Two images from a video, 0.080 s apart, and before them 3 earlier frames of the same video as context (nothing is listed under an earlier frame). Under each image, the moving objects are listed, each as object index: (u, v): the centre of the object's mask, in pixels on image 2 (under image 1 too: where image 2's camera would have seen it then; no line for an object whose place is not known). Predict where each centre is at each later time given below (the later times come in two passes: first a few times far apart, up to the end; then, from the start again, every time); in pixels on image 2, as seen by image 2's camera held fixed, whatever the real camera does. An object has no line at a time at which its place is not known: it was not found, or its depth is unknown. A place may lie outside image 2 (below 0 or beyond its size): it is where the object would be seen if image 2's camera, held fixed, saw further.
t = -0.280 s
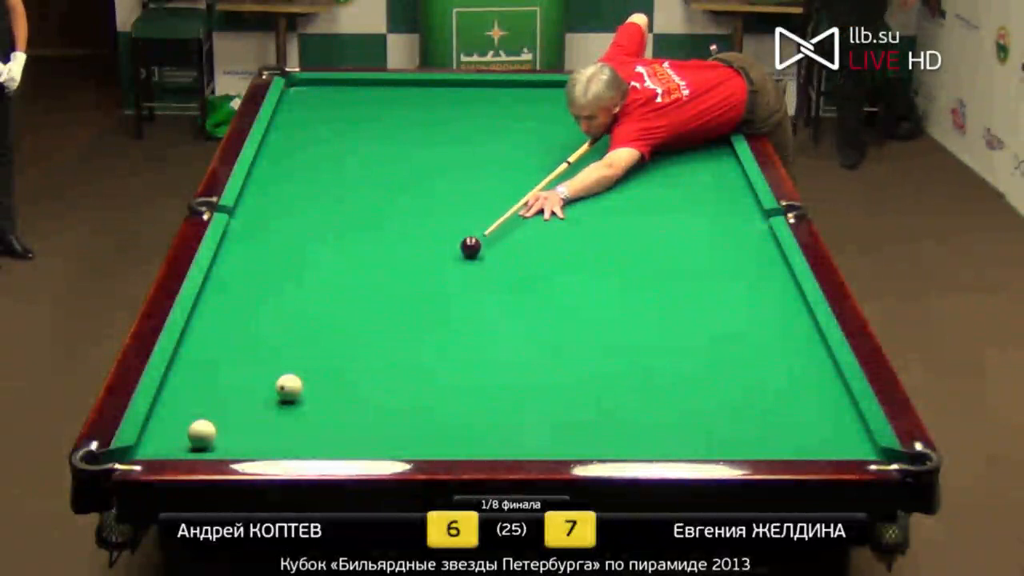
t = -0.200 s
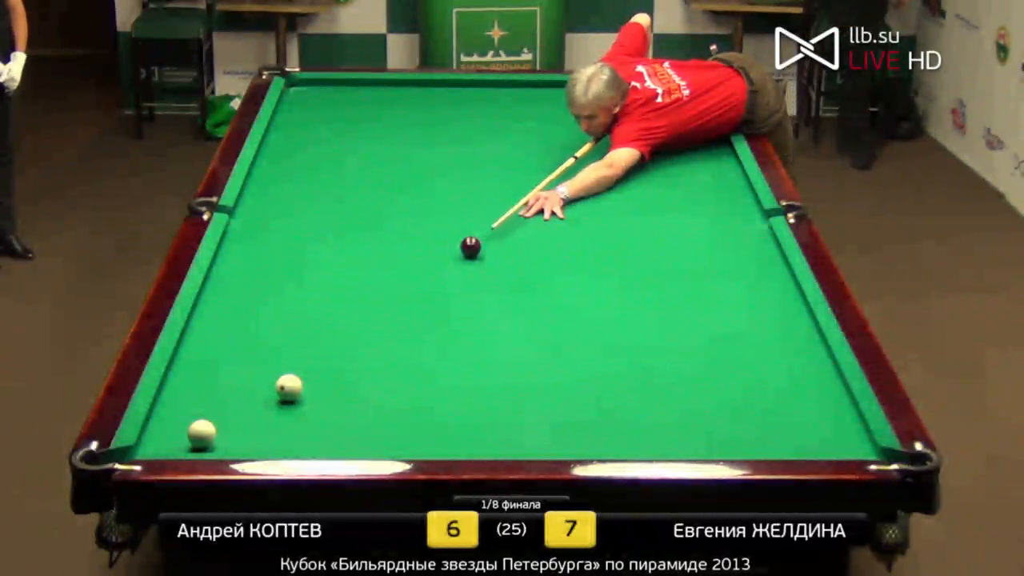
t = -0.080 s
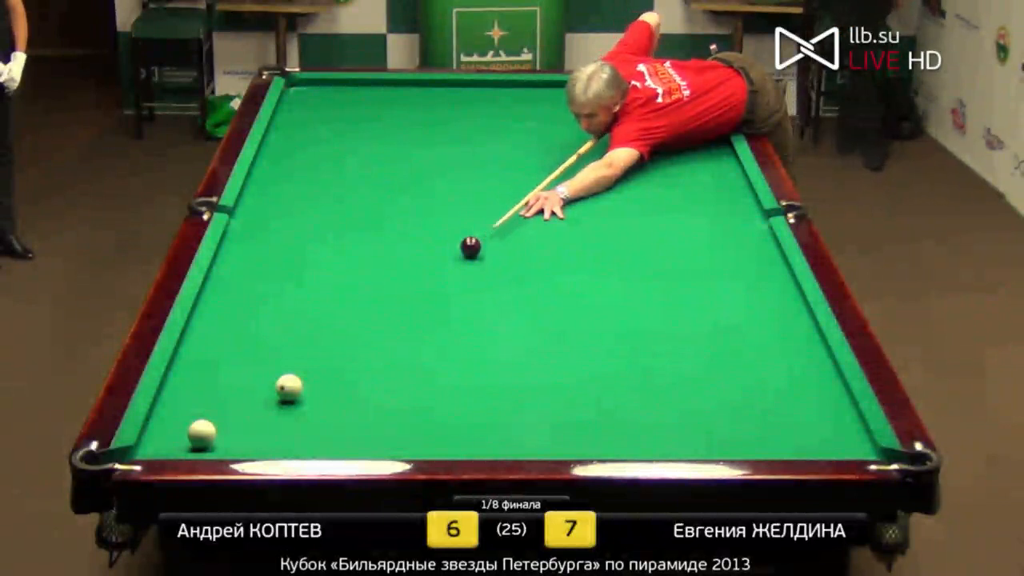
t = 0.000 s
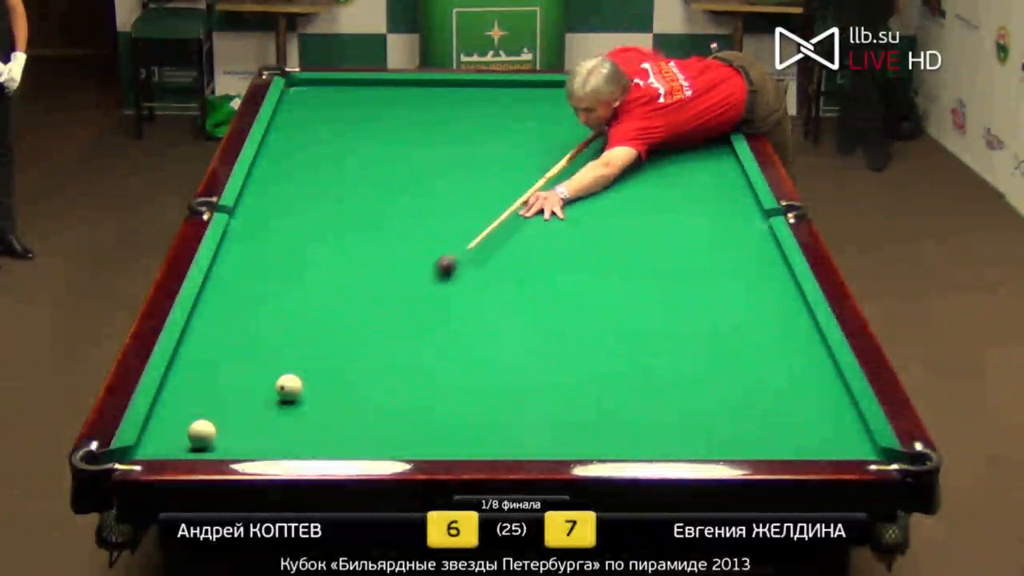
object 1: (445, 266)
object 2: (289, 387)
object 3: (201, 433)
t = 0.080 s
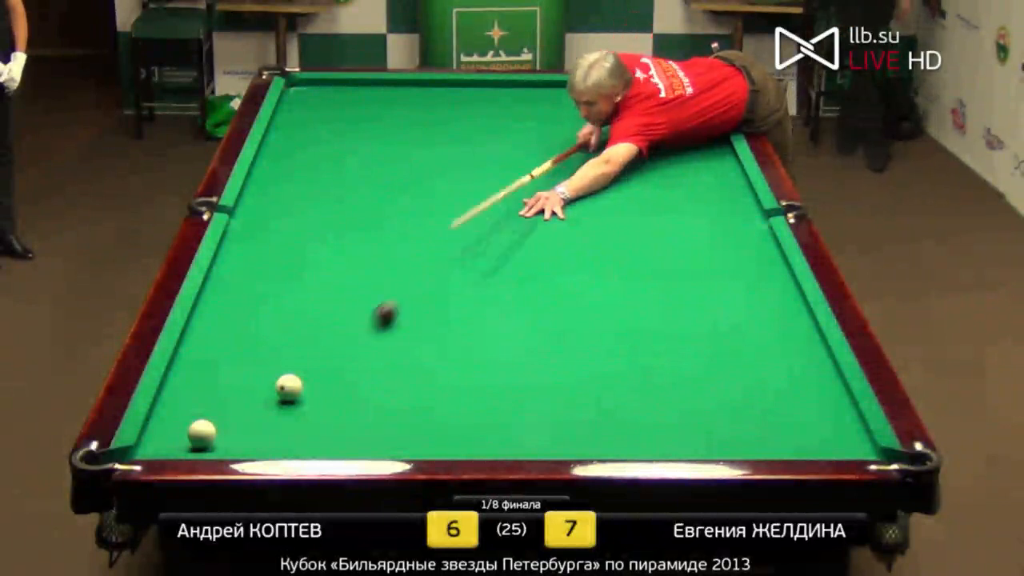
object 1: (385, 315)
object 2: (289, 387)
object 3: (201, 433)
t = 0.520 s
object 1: (332, 420)
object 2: (285, 437)
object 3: (196, 405)
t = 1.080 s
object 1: (384, 415)
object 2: (386, 394)
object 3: (266, 328)
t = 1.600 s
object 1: (452, 372)
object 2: (474, 363)
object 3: (322, 268)
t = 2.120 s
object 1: (507, 337)
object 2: (546, 335)
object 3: (365, 220)
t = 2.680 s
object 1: (556, 306)
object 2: (611, 310)
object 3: (402, 179)
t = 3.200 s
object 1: (596, 281)
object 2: (665, 289)
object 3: (431, 147)
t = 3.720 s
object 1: (631, 258)
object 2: (714, 271)
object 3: (458, 119)
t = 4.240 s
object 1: (659, 241)
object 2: (753, 255)
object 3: (478, 96)
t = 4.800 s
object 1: (686, 224)
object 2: (757, 243)
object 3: (491, 87)
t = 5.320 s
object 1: (708, 210)
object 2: (733, 235)
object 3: (493, 98)
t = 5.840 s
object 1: (726, 199)
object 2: (716, 229)
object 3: (494, 108)
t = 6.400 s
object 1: (743, 189)
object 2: (700, 223)
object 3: (496, 119)
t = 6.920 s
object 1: (733, 183)
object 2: (690, 220)
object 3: (497, 126)
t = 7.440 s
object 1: (725, 179)
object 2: (684, 218)
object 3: (498, 134)
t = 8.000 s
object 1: (720, 177)
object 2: (681, 217)
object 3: (498, 139)
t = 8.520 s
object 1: (719, 176)
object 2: (681, 217)
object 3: (501, 144)
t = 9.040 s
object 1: (719, 176)
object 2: (681, 217)
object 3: (502, 147)
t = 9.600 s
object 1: (719, 176)
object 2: (681, 217)
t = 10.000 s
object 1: (719, 176)
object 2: (681, 218)
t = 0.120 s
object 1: (352, 340)
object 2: (289, 387)
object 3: (201, 433)
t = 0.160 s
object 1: (318, 367)
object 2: (289, 387)
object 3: (201, 433)
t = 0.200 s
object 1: (307, 381)
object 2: (263, 400)
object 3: (201, 433)
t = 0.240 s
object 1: (313, 385)
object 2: (227, 426)
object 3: (192, 432)
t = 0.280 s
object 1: (319, 388)
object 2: (235, 435)
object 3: (142, 445)
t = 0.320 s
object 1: (323, 392)
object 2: (243, 439)
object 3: (157, 441)
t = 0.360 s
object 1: (327, 396)
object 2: (251, 443)
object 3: (167, 435)
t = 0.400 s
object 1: (330, 401)
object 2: (259, 445)
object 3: (175, 427)
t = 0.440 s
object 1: (331, 406)
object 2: (268, 442)
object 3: (183, 419)
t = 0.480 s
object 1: (332, 413)
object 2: (276, 440)
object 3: (190, 412)
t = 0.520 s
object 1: (332, 420)
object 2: (285, 437)
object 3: (196, 405)
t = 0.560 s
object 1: (332, 427)
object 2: (292, 435)
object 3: (202, 399)
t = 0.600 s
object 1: (331, 434)
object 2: (300, 433)
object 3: (208, 393)
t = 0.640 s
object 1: (331, 440)
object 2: (308, 429)
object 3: (213, 387)
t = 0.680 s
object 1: (331, 444)
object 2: (316, 425)
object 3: (219, 381)
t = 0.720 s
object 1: (333, 445)
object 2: (324, 423)
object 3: (224, 375)
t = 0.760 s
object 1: (340, 442)
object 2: (331, 418)
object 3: (230, 369)
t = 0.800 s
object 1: (346, 439)
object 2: (339, 415)
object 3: (235, 363)
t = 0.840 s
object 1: (352, 436)
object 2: (347, 411)
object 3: (240, 358)
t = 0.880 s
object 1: (355, 434)
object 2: (350, 410)
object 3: (242, 355)
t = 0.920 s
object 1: (364, 428)
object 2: (361, 404)
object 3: (250, 346)
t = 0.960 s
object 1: (370, 424)
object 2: (368, 401)
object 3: (255, 341)
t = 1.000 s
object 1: (376, 420)
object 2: (376, 399)
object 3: (260, 336)
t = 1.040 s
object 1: (382, 417)
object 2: (383, 396)
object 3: (264, 331)
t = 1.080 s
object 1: (384, 415)
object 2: (386, 394)
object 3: (266, 328)
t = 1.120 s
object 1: (390, 411)
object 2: (393, 391)
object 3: (271, 323)
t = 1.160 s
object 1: (398, 407)
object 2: (404, 387)
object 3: (278, 316)
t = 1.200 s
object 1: (401, 405)
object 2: (407, 386)
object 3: (280, 314)
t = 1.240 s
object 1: (408, 400)
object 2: (418, 382)
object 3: (286, 307)
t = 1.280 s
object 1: (411, 398)
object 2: (422, 381)
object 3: (288, 304)
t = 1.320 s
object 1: (418, 393)
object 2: (431, 377)
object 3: (295, 297)
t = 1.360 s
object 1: (421, 392)
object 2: (435, 377)
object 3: (297, 295)
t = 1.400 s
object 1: (425, 389)
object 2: (441, 374)
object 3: (301, 291)
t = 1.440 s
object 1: (430, 386)
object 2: (448, 372)
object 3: (305, 286)
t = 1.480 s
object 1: (435, 383)
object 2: (453, 369)
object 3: (308, 282)
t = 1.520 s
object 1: (440, 379)
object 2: (460, 367)
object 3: (312, 278)
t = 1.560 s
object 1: (445, 376)
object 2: (465, 366)
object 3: (316, 274)
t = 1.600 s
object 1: (452, 372)
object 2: (474, 363)
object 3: (322, 268)
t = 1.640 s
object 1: (454, 370)
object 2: (477, 362)
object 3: (323, 265)
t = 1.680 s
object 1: (459, 367)
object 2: (483, 359)
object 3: (327, 261)
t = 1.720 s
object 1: (466, 363)
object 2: (491, 356)
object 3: (333, 256)
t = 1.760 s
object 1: (470, 360)
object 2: (497, 354)
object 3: (336, 252)
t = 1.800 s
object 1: (472, 359)
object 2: (500, 353)
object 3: (338, 250)
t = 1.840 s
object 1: (478, 355)
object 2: (508, 350)
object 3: (343, 244)
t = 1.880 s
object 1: (481, 354)
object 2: (511, 349)
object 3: (345, 243)
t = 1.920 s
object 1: (487, 350)
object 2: (519, 346)
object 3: (350, 237)
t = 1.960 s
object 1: (491, 347)
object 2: (525, 344)
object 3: (353, 233)
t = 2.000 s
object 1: (493, 346)
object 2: (527, 343)
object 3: (354, 232)
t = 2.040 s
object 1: (499, 342)
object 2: (535, 339)
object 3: (359, 227)
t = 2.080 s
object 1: (501, 341)
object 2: (538, 338)
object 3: (360, 225)
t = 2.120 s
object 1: (507, 337)
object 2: (546, 335)
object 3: (365, 220)
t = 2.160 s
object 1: (511, 335)
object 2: (551, 334)
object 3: (368, 217)
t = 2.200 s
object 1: (515, 332)
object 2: (556, 331)
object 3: (371, 213)
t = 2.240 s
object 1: (519, 330)
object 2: (561, 330)
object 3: (374, 210)
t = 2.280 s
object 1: (521, 328)
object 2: (563, 329)
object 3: (376, 209)
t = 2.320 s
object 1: (526, 325)
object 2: (571, 325)
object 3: (380, 204)
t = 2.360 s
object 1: (529, 324)
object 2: (573, 325)
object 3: (381, 202)
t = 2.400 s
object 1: (534, 320)
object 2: (581, 322)
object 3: (385, 198)
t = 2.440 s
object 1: (538, 318)
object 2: (586, 320)
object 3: (388, 195)
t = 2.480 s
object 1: (539, 317)
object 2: (588, 319)
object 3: (389, 194)
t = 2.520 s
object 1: (543, 315)
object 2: (593, 317)
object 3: (392, 191)
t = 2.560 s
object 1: (546, 312)
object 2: (597, 315)
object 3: (394, 188)
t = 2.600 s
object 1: (550, 310)
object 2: (602, 314)
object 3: (397, 185)
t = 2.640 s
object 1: (555, 307)
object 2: (609, 311)
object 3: (401, 181)
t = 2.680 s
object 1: (556, 306)
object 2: (611, 310)
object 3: (402, 179)
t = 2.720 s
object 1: (561, 303)
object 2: (618, 308)
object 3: (406, 176)
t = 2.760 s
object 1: (563, 302)
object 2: (620, 307)
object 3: (407, 175)
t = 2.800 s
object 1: (566, 300)
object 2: (624, 305)
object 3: (410, 172)
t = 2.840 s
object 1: (571, 297)
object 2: (631, 303)
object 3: (413, 168)
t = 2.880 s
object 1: (573, 296)
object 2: (633, 302)
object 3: (414, 167)
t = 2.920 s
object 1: (576, 294)
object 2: (637, 300)
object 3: (417, 164)
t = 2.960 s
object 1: (579, 292)
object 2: (641, 299)
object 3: (419, 162)
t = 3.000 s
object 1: (582, 290)
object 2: (645, 297)
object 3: (421, 159)
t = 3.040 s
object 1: (586, 287)
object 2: (652, 294)
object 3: (424, 155)
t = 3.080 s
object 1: (588, 286)
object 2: (653, 294)
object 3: (425, 154)
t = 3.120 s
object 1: (590, 284)
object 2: (657, 292)
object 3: (427, 152)
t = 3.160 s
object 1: (593, 283)
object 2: (662, 291)
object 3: (429, 149)
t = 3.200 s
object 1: (596, 281)
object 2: (665, 289)
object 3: (431, 147)
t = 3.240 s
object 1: (599, 279)
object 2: (669, 288)
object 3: (434, 145)
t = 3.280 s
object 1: (602, 277)
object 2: (673, 286)
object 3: (436, 143)
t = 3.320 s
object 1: (606, 275)
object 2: (679, 284)
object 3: (439, 139)
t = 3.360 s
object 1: (609, 273)
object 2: (682, 283)
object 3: (441, 137)
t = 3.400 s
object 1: (610, 272)
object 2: (684, 282)
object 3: (442, 136)
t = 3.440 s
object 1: (614, 270)
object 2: (689, 280)
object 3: (445, 133)
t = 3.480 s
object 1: (615, 269)
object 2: (692, 279)
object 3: (446, 132)
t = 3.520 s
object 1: (619, 266)
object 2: (697, 277)
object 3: (448, 129)
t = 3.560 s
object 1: (622, 265)
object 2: (701, 275)
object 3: (450, 126)
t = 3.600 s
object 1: (624, 263)
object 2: (704, 274)
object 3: (452, 125)
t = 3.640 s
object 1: (626, 262)
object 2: (707, 273)
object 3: (454, 123)
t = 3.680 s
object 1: (628, 261)
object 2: (709, 272)
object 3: (455, 121)
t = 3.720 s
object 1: (631, 258)
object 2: (714, 271)
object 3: (458, 119)
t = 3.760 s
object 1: (632, 258)
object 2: (716, 270)
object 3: (459, 118)
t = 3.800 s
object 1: (635, 256)
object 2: (719, 269)
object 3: (460, 116)
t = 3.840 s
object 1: (638, 254)
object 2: (724, 267)
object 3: (463, 113)
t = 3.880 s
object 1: (640, 253)
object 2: (726, 266)
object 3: (463, 112)
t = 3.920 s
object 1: (643, 251)
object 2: (730, 264)
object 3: (466, 109)
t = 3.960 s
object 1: (645, 250)
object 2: (734, 263)
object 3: (468, 107)
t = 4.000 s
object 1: (646, 249)
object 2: (735, 262)
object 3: (468, 106)
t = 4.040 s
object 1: (650, 247)
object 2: (740, 260)
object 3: (471, 104)
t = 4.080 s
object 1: (650, 246)
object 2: (741, 260)
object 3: (472, 103)
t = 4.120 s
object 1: (653, 244)
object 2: (744, 259)
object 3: (473, 101)
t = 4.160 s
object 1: (656, 242)
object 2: (749, 257)
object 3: (476, 98)
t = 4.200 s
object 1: (658, 241)
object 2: (752, 256)
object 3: (477, 97)
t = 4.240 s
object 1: (659, 241)
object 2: (753, 255)
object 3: (478, 96)
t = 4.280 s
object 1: (661, 239)
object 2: (756, 254)
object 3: (480, 94)
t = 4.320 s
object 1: (663, 238)
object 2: (759, 253)
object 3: (481, 92)
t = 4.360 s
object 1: (666, 236)
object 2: (763, 252)
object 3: (483, 90)
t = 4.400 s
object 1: (668, 235)
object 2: (766, 250)
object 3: (485, 88)
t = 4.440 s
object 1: (669, 234)
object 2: (767, 250)
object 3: (486, 87)
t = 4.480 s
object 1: (671, 233)
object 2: (770, 249)
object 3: (487, 86)
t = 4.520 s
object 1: (673, 232)
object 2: (770, 248)
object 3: (488, 84)
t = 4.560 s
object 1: (676, 230)
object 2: (768, 247)
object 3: (490, 82)
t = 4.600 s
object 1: (678, 229)
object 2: (765, 246)
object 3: (490, 83)
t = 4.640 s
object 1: (680, 228)
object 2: (764, 245)
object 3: (491, 84)
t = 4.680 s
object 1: (681, 227)
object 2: (763, 245)
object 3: (491, 84)
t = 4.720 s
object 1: (683, 225)
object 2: (760, 244)
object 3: (491, 86)
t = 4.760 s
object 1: (684, 225)
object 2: (758, 243)
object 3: (491, 86)
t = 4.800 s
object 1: (686, 224)
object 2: (757, 243)
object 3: (491, 87)
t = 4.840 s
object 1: (689, 222)
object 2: (754, 242)
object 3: (491, 88)
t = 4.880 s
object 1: (689, 222)
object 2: (753, 242)
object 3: (491, 89)
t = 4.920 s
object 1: (691, 220)
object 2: (751, 241)
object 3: (491, 90)
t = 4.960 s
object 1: (693, 219)
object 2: (749, 240)
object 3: (491, 91)
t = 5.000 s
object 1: (696, 218)
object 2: (746, 240)
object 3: (491, 92)
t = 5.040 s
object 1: (697, 217)
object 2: (745, 239)
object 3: (492, 93)
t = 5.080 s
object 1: (699, 216)
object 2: (744, 238)
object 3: (492, 92)
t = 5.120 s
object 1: (701, 215)
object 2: (741, 238)
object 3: (492, 94)
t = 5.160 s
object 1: (701, 215)
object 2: (740, 237)
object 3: (492, 95)
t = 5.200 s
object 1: (704, 213)
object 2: (738, 237)
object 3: (492, 96)
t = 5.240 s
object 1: (705, 212)
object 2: (737, 236)
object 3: (492, 96)
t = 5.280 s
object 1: (706, 211)
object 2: (736, 236)
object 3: (492, 97)
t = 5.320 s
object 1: (708, 210)
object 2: (733, 235)
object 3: (493, 98)
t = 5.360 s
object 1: (710, 209)
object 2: (732, 234)
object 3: (493, 99)
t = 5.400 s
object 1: (711, 208)
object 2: (731, 234)
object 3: (493, 99)
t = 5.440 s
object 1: (713, 207)
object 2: (729, 233)
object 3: (493, 101)
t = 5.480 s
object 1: (714, 207)
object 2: (728, 233)
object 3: (493, 101)
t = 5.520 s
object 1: (715, 206)
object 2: (727, 233)
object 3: (493, 102)
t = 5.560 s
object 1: (717, 204)
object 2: (724, 232)
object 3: (493, 103)
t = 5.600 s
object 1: (718, 204)
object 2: (723, 231)
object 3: (493, 104)
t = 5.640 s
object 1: (720, 203)
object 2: (722, 231)
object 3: (493, 104)
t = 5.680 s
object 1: (720, 202)
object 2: (721, 230)
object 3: (494, 105)
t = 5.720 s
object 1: (722, 201)
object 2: (719, 230)
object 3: (494, 106)
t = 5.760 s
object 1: (724, 200)
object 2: (718, 229)
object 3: (494, 107)
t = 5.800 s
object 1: (725, 199)
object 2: (716, 229)
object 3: (494, 108)
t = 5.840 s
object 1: (726, 199)
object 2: (716, 229)
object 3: (494, 108)
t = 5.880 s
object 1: (727, 198)
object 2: (715, 228)
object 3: (494, 109)
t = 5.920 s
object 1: (728, 197)
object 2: (713, 228)
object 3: (495, 110)
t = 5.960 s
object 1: (729, 197)
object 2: (712, 228)
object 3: (495, 110)
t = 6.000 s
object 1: (731, 196)
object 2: (711, 227)
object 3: (495, 112)
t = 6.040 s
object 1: (732, 195)
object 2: (710, 227)
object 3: (495, 112)
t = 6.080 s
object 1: (733, 194)
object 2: (709, 226)
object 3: (495, 113)
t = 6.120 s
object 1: (734, 194)
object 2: (707, 226)
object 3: (495, 114)
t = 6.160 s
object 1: (736, 193)
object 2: (706, 225)
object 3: (495, 114)
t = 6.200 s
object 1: (737, 192)
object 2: (705, 225)
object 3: (495, 115)
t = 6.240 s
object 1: (738, 191)
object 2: (704, 225)
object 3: (495, 116)
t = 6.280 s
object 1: (738, 191)
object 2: (703, 225)
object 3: (495, 116)
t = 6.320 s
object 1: (740, 190)
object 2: (702, 224)
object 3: (496, 117)
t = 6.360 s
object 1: (741, 190)
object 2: (702, 224)
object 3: (496, 117)
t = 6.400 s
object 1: (743, 189)
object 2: (700, 223)
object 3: (496, 119)
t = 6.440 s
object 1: (743, 188)
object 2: (699, 223)
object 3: (496, 119)
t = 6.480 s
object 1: (743, 188)
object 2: (698, 223)
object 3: (496, 119)
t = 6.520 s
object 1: (742, 187)
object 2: (697, 222)
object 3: (496, 120)
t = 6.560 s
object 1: (741, 186)
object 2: (696, 222)
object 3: (496, 121)
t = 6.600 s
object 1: (740, 186)
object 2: (696, 222)
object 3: (496, 122)
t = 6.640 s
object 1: (739, 185)
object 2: (695, 222)
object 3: (496, 122)
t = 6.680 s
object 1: (739, 185)
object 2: (695, 221)
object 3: (496, 123)
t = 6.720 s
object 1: (738, 185)
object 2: (694, 221)
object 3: (496, 123)
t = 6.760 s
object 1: (737, 184)
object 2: (693, 221)
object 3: (497, 124)
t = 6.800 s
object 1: (736, 184)
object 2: (692, 221)
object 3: (497, 124)
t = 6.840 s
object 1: (735, 184)
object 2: (692, 221)
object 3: (497, 125)
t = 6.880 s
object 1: (734, 183)
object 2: (691, 221)
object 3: (497, 126)
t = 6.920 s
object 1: (733, 183)
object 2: (690, 220)
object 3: (497, 126)
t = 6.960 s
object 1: (732, 182)
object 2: (689, 220)
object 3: (497, 127)
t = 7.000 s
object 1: (732, 182)
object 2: (689, 220)
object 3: (497, 127)
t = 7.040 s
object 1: (731, 182)
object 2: (688, 220)
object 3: (497, 128)
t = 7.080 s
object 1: (730, 182)
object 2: (688, 220)
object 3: (497, 129)
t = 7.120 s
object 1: (729, 181)
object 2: (687, 220)
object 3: (497, 129)
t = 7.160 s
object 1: (729, 181)
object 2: (687, 219)
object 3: (497, 130)
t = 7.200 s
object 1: (729, 181)
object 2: (687, 219)
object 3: (497, 130)
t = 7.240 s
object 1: (728, 180)
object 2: (686, 219)
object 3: (497, 131)
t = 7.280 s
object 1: (727, 180)
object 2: (686, 219)
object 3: (497, 131)
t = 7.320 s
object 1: (727, 180)
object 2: (685, 219)
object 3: (497, 132)
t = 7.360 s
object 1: (726, 179)
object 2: (685, 219)
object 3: (498, 132)
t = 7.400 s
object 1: (726, 179)
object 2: (684, 218)
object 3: (498, 133)
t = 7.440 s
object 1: (725, 179)
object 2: (684, 218)
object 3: (498, 134)
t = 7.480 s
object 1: (725, 179)
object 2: (684, 218)
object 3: (498, 133)
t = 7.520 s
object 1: (724, 178)
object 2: (683, 218)
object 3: (498, 134)
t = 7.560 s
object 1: (724, 178)
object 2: (683, 218)
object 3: (498, 135)
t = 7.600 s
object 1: (724, 178)
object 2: (683, 218)
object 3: (498, 135)
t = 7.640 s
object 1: (723, 178)
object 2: (683, 218)
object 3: (498, 136)
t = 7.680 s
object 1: (723, 178)
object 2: (683, 218)
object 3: (498, 136)
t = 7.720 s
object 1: (722, 178)
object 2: (682, 218)
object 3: (498, 137)
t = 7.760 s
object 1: (722, 178)
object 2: (682, 218)
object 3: (498, 137)
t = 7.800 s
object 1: (722, 178)
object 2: (682, 218)
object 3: (498, 137)
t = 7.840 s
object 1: (721, 177)
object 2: (682, 218)
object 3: (498, 138)
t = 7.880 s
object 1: (721, 177)
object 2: (682, 218)
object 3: (498, 138)
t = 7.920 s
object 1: (720, 177)
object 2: (681, 217)
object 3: (498, 139)
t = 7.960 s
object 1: (720, 177)
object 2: (681, 217)
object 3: (498, 139)
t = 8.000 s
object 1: (720, 177)
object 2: (681, 217)
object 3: (498, 139)
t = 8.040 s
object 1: (720, 176)
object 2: (681, 217)
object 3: (498, 140)
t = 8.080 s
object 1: (720, 176)
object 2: (681, 217)
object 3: (499, 140)
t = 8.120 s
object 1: (719, 176)
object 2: (681, 217)
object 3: (499, 141)
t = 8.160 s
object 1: (719, 176)
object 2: (681, 217)
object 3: (499, 141)
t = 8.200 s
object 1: (719, 176)
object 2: (681, 217)
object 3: (499, 141)
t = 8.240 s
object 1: (719, 176)
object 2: (681, 217)
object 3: (500, 142)
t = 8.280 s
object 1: (719, 176)
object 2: (681, 217)
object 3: (500, 142)
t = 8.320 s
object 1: (719, 176)
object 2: (681, 217)
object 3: (500, 143)
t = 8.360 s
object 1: (719, 176)
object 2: (681, 217)
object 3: (500, 143)
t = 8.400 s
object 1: (719, 176)
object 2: (681, 217)
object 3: (500, 143)
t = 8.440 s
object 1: (719, 176)
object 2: (681, 217)
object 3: (500, 144)
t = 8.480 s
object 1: (719, 176)
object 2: (681, 217)
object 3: (500, 144)
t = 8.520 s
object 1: (719, 176)
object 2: (681, 217)
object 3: (501, 144)
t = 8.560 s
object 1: (719, 176)
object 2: (681, 217)
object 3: (501, 144)
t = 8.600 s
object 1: (719, 176)
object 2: (681, 217)
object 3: (501, 144)
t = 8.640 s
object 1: (719, 176)
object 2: (681, 217)
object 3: (501, 145)
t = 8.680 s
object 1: (719, 176)
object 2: (681, 217)
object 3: (501, 145)
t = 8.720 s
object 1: (719, 176)
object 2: (681, 217)
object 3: (501, 145)
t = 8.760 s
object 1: (719, 176)
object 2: (681, 217)
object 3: (501, 145)
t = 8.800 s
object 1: (719, 176)
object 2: (681, 217)
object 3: (501, 146)
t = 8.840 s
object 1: (719, 176)
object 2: (681, 217)
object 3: (501, 146)
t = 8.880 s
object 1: (719, 176)
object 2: (681, 217)
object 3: (502, 146)
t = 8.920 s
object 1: (719, 176)
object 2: (681, 217)
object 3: (502, 146)
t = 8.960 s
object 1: (719, 176)
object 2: (681, 217)
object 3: (502, 146)
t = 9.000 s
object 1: (719, 176)
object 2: (681, 217)
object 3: (502, 147)
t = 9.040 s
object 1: (719, 176)
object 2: (681, 217)
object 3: (502, 147)
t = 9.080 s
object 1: (719, 176)
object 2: (682, 218)
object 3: (502, 147)
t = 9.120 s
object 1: (719, 176)
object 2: (681, 217)
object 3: (502, 147)
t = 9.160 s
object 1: (719, 176)
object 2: (681, 217)
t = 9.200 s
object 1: (719, 176)
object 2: (681, 217)
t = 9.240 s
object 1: (719, 176)
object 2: (681, 217)
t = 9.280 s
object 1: (719, 176)
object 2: (681, 218)
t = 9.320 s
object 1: (719, 176)
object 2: (681, 217)
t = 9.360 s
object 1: (719, 176)
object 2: (681, 217)
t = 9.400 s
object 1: (719, 176)
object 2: (681, 217)
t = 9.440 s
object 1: (719, 176)
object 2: (681, 217)
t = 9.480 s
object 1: (719, 176)
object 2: (681, 217)
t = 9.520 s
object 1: (719, 176)
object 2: (681, 217)
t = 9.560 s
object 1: (719, 176)
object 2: (681, 217)
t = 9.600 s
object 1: (719, 176)
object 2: (681, 217)
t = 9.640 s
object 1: (719, 176)
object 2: (681, 217)
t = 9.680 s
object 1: (719, 176)
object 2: (681, 217)
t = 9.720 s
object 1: (719, 176)
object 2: (681, 217)
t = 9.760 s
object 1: (719, 176)
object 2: (681, 217)
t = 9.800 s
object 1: (719, 176)
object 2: (681, 217)
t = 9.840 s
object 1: (719, 176)
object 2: (681, 217)
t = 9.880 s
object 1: (719, 176)
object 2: (681, 217)
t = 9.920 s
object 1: (719, 176)
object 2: (681, 218)
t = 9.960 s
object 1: (719, 176)
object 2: (681, 218)
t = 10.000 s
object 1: (719, 176)
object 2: (681, 218)
